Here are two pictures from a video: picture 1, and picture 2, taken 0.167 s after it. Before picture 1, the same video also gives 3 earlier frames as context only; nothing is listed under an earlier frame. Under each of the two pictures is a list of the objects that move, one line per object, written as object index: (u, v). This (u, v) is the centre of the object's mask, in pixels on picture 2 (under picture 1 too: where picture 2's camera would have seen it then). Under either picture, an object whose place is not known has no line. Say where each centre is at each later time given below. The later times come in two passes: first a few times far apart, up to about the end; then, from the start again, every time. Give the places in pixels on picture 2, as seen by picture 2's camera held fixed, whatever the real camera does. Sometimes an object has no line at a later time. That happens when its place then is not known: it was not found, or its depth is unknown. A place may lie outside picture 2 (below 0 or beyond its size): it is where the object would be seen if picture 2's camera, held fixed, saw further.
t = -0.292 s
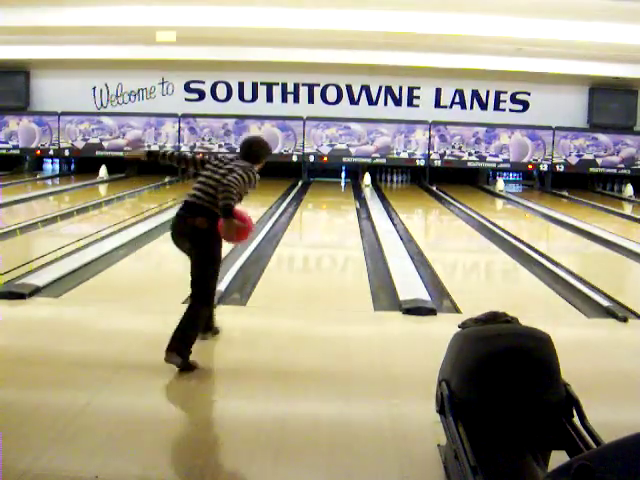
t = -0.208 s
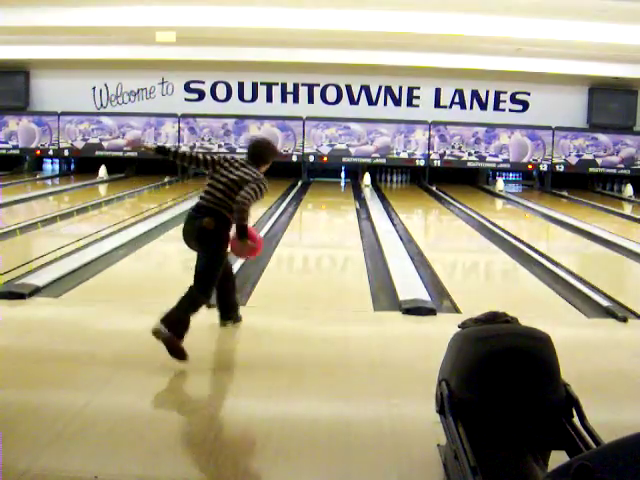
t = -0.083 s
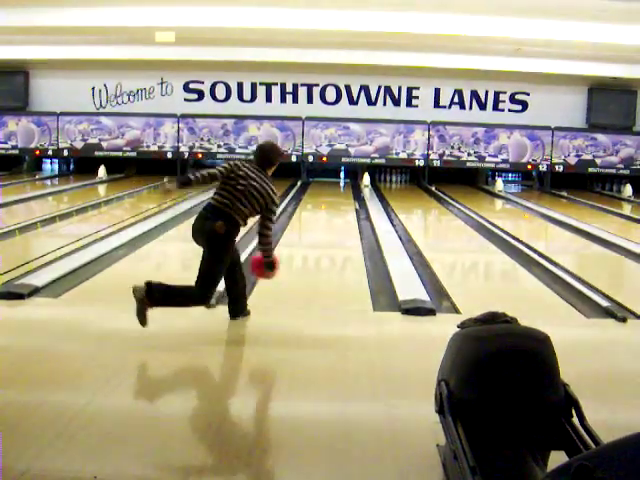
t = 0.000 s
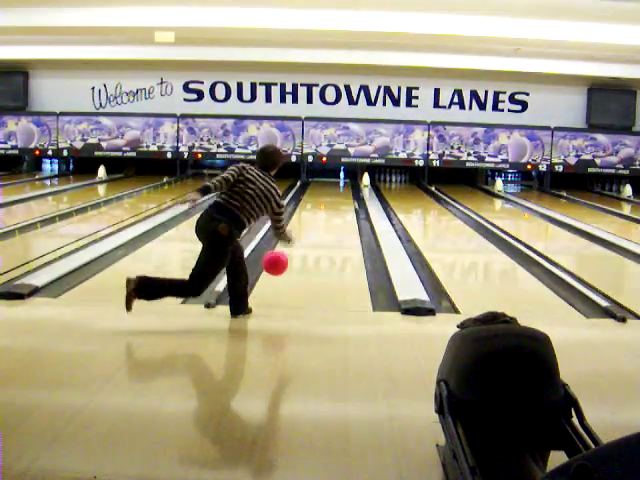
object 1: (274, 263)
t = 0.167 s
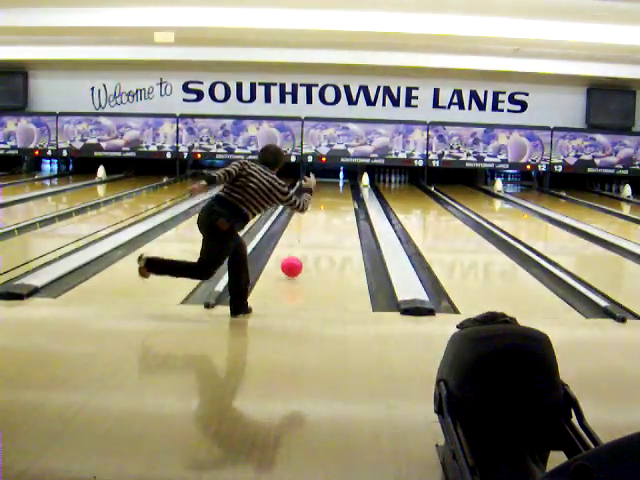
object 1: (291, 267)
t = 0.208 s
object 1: (295, 259)
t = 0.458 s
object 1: (311, 239)
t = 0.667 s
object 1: (321, 225)
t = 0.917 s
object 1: (329, 213)
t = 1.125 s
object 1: (334, 205)
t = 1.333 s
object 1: (339, 198)
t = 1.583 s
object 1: (341, 192)
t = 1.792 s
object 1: (343, 187)
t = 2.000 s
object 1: (343, 184)
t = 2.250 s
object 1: (343, 181)
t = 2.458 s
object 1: (342, 178)
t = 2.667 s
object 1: (341, 175)
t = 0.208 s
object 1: (295, 259)
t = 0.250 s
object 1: (298, 254)
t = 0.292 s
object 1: (301, 250)
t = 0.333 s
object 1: (304, 249)
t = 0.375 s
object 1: (307, 246)
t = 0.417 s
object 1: (309, 243)
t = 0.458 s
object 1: (311, 239)
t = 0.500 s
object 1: (314, 236)
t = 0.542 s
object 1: (316, 233)
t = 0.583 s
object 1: (318, 231)
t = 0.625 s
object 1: (320, 228)
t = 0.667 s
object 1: (321, 225)
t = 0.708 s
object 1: (323, 223)
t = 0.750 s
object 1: (324, 221)
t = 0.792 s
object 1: (326, 219)
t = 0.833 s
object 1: (327, 217)
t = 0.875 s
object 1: (328, 215)
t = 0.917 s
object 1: (329, 213)
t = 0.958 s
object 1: (331, 211)
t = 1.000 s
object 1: (332, 210)
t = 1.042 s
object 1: (333, 208)
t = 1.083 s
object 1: (334, 207)
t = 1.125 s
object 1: (334, 205)
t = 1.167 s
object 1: (335, 204)
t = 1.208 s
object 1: (336, 202)
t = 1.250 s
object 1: (337, 201)
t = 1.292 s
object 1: (338, 200)
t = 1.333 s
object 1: (339, 198)
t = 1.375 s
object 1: (339, 197)
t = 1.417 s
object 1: (339, 196)
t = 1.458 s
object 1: (341, 194)
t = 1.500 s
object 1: (341, 194)
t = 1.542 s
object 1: (341, 193)
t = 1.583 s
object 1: (341, 192)
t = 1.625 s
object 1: (342, 191)
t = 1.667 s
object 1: (343, 189)
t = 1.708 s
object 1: (343, 189)
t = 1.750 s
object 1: (343, 187)
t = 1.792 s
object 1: (343, 187)
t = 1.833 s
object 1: (343, 186)
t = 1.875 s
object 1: (343, 186)
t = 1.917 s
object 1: (343, 185)
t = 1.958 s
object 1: (343, 185)
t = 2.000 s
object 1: (343, 184)
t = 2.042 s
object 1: (343, 184)
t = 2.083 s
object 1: (343, 183)
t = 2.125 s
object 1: (343, 183)
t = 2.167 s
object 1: (343, 182)
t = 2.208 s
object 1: (343, 182)
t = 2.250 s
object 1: (343, 181)
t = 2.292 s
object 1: (343, 181)
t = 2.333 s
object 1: (343, 181)
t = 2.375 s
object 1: (343, 180)
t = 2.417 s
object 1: (342, 179)
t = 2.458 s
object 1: (342, 178)
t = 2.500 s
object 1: (341, 175)
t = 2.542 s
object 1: (341, 175)
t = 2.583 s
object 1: (341, 175)
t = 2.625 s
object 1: (341, 175)
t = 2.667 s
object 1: (341, 175)
